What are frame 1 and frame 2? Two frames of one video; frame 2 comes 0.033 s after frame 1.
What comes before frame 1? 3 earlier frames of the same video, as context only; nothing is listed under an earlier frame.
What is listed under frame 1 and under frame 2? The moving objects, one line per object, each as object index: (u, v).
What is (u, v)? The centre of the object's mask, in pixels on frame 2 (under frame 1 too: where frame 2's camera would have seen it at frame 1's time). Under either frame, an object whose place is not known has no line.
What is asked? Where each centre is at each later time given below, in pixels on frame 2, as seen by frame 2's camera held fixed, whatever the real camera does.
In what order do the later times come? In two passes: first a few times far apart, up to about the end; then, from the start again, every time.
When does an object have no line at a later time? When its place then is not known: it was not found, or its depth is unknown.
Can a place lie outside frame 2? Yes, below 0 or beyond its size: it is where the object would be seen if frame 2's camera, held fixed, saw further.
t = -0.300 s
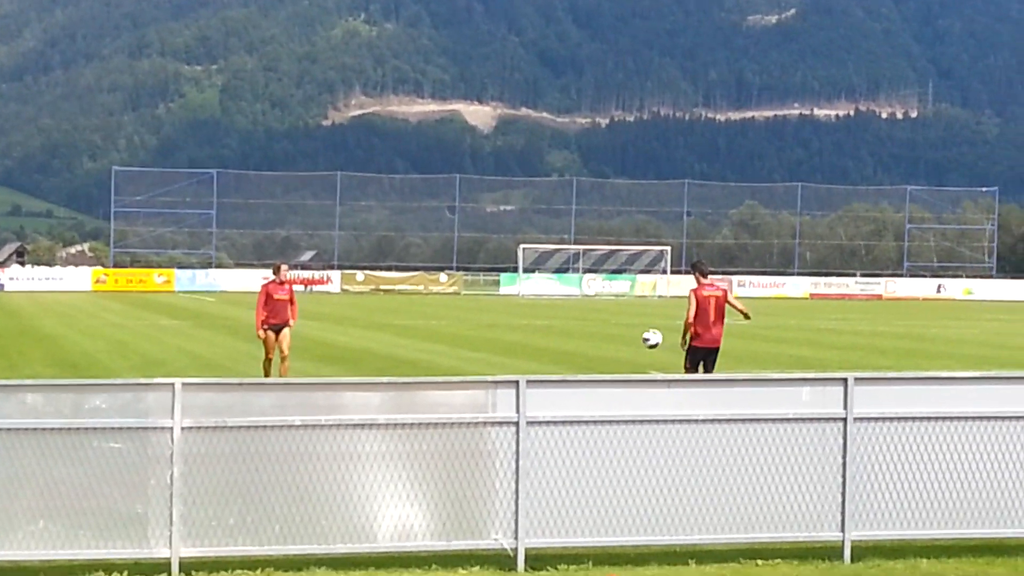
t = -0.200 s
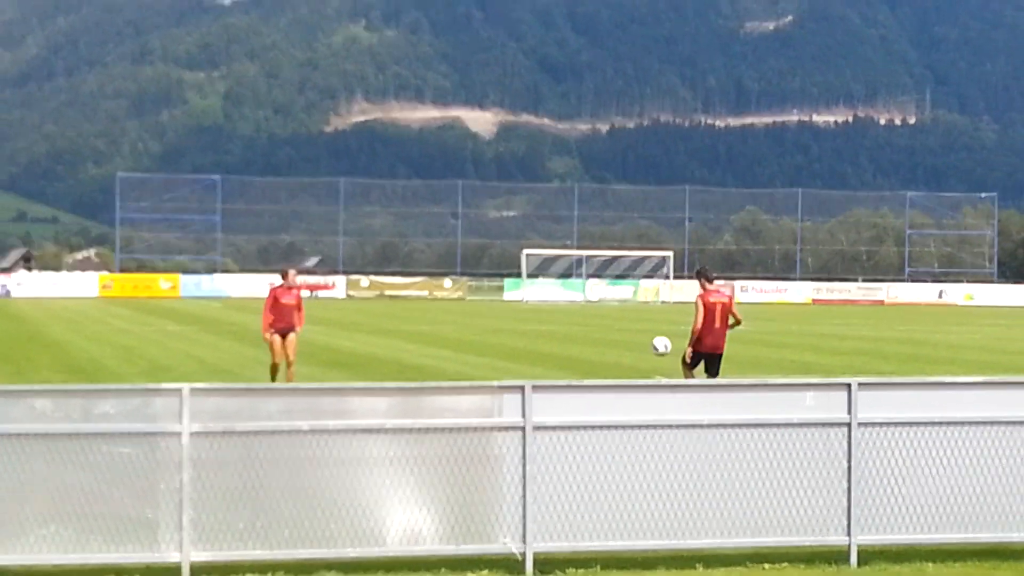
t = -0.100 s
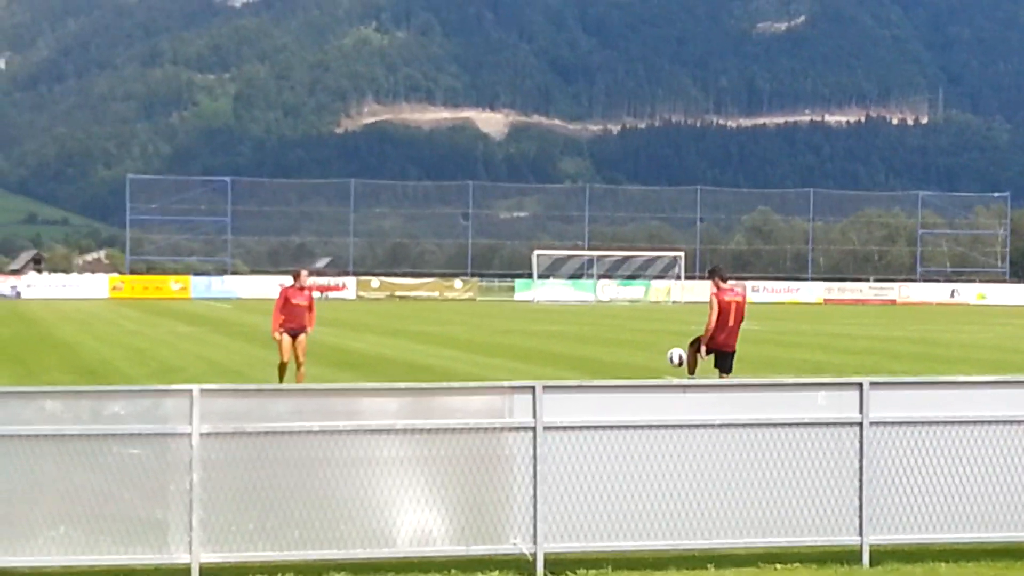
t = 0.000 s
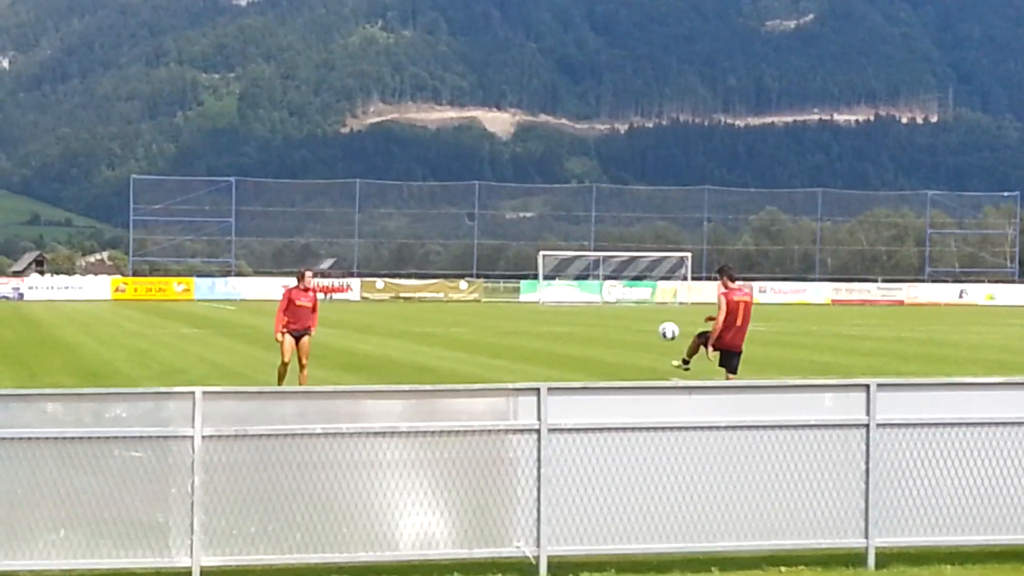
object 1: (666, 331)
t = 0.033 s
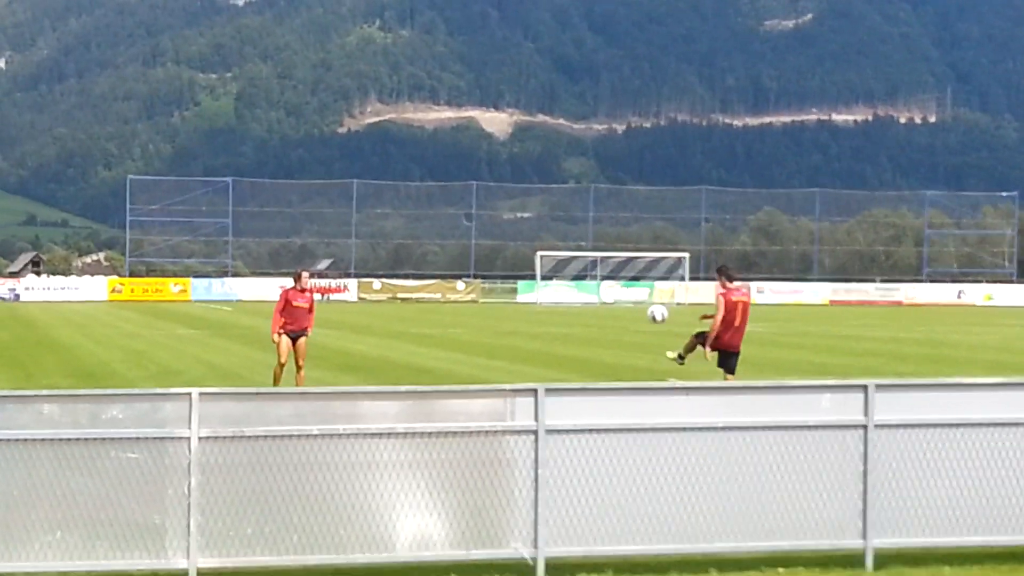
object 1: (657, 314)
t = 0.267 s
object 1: (594, 218)
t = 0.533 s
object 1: (527, 167)
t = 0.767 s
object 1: (471, 172)
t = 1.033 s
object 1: (411, 230)
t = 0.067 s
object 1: (650, 298)
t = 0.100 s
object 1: (640, 280)
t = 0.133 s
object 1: (631, 266)
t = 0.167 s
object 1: (621, 252)
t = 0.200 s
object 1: (611, 240)
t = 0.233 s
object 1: (603, 228)
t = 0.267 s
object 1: (594, 218)
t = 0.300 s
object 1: (585, 208)
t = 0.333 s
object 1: (576, 199)
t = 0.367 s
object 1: (568, 192)
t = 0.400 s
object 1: (559, 185)
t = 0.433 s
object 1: (551, 179)
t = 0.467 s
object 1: (543, 174)
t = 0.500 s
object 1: (535, 170)
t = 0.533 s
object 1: (527, 167)
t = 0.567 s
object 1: (519, 166)
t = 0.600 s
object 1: (510, 164)
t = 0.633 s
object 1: (503, 164)
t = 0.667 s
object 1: (495, 165)
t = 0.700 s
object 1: (487, 167)
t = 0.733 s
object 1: (479, 169)
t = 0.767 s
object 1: (471, 172)
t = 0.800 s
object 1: (464, 176)
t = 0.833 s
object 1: (456, 182)
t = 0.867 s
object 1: (449, 187)
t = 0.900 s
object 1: (440, 194)
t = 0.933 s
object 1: (433, 202)
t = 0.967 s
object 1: (425, 210)
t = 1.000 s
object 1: (418, 220)
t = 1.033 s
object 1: (411, 230)
